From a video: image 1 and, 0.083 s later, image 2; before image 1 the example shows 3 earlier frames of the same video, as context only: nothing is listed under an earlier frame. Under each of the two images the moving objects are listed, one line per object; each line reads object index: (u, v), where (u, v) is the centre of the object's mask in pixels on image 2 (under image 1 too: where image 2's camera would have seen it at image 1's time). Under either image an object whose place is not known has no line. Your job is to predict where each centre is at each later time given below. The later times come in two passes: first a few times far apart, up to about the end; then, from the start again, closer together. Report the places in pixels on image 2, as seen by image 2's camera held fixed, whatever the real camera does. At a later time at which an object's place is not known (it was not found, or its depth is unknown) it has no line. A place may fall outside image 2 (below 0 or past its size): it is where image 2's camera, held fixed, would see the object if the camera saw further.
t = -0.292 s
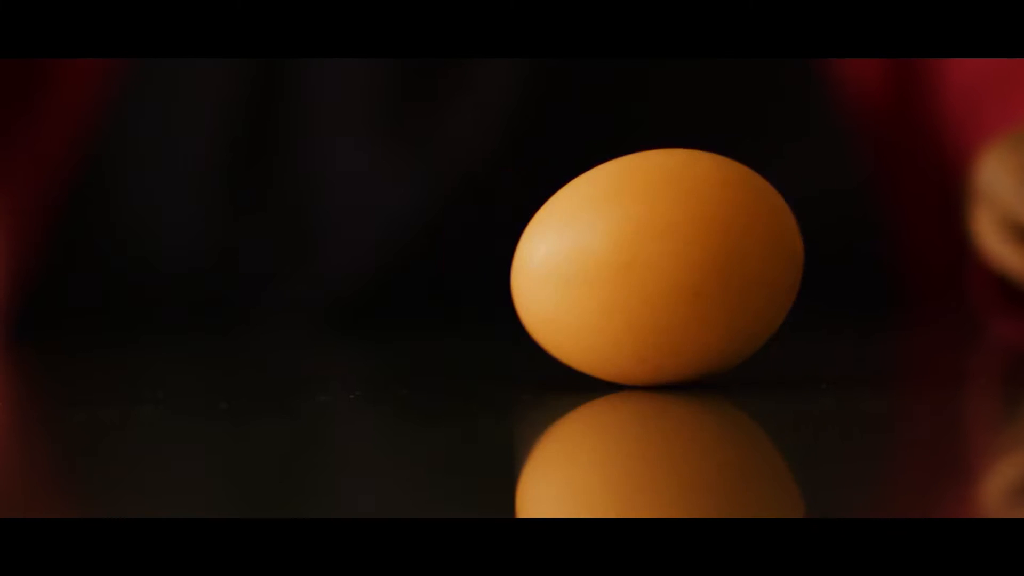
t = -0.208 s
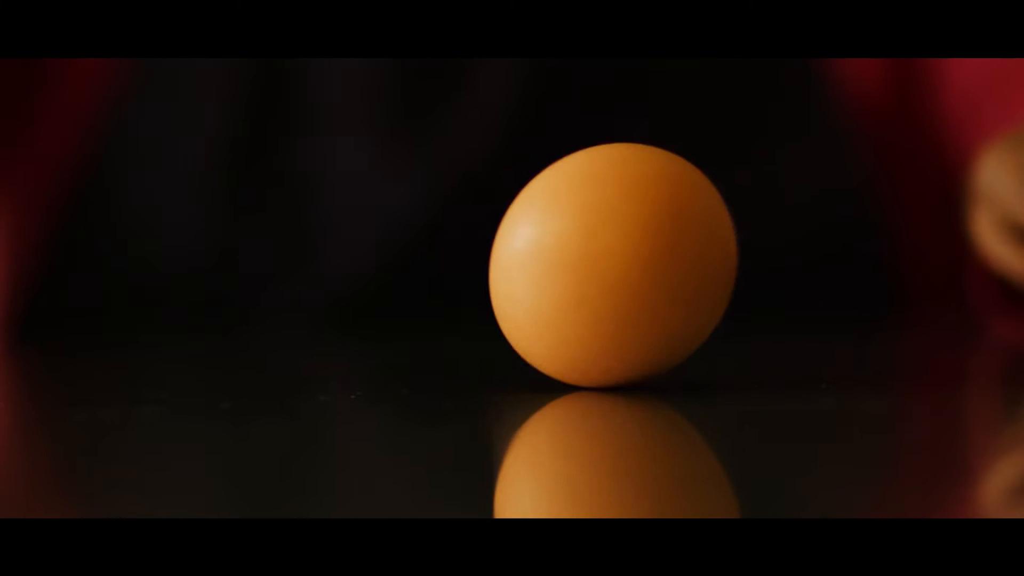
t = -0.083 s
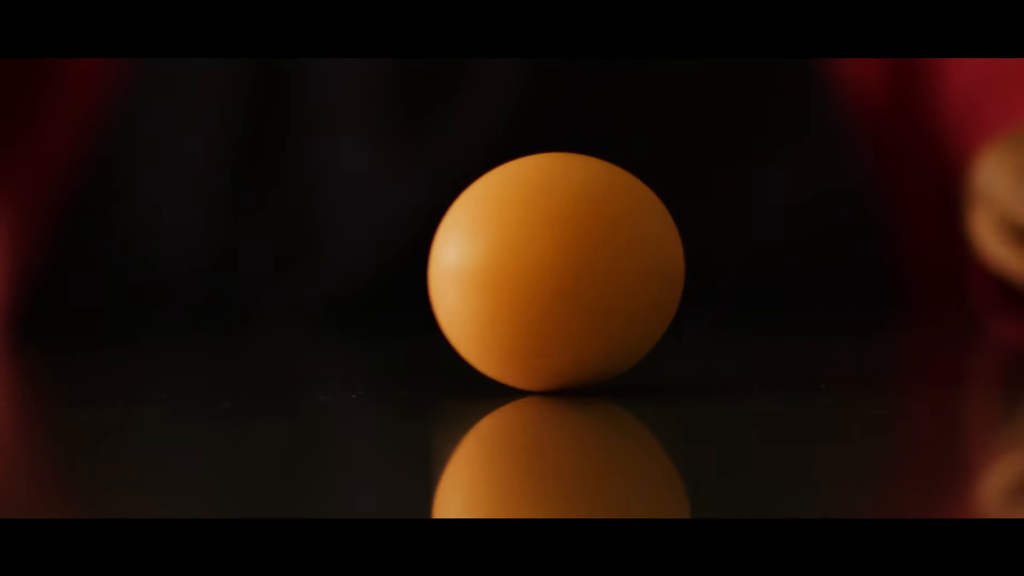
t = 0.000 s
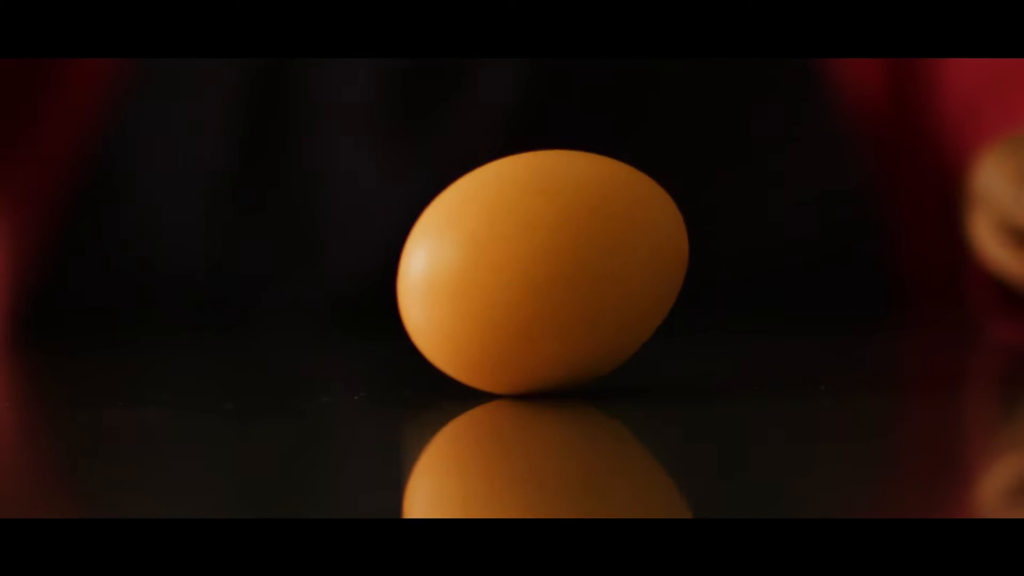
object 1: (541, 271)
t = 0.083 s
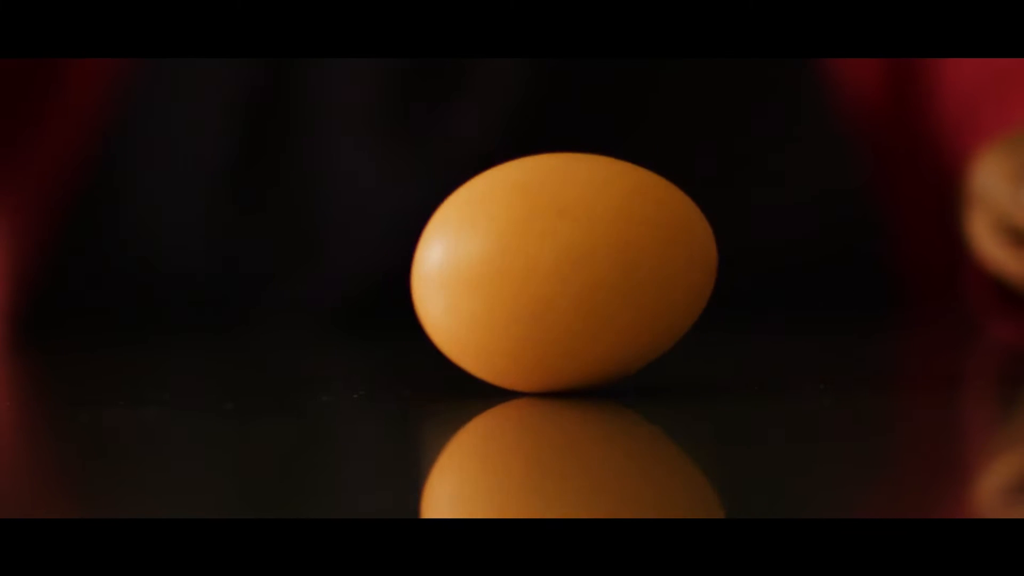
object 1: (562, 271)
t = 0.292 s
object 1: (680, 269)
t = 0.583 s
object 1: (683, 268)
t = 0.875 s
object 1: (576, 268)
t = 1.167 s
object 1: (685, 268)
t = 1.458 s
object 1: (643, 269)
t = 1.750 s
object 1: (613, 269)
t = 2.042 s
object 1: (686, 269)
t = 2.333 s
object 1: (610, 271)
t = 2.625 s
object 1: (666, 271)
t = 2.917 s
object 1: (639, 272)
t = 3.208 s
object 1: (623, 269)
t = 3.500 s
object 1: (680, 270)
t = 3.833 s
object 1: (609, 272)
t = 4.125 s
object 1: (679, 269)
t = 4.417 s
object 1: (605, 272)
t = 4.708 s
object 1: (646, 271)
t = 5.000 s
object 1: (649, 267)
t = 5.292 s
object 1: (660, 271)
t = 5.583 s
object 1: (625, 271)
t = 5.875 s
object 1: (566, 271)
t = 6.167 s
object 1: (627, 271)
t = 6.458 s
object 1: (606, 271)
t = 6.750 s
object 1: (608, 271)
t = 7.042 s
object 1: (548, 273)
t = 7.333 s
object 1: (517, 274)
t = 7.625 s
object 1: (537, 270)
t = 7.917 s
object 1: (533, 272)
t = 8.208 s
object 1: (552, 272)
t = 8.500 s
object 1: (529, 270)
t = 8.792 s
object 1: (528, 271)
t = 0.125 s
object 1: (585, 273)
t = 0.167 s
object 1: (611, 271)
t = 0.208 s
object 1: (636, 269)
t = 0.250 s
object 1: (658, 267)
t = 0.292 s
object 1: (680, 269)
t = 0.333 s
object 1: (700, 269)
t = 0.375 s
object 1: (716, 267)
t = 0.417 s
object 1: (725, 264)
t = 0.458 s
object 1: (727, 264)
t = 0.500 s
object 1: (720, 265)
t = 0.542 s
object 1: (704, 267)
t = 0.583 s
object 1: (683, 268)
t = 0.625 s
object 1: (660, 267)
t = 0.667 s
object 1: (639, 265)
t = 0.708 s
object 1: (620, 266)
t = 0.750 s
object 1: (601, 270)
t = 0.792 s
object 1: (586, 272)
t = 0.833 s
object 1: (577, 270)
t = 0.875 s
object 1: (576, 268)
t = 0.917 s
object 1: (584, 269)
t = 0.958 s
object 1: (601, 271)
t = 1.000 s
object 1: (618, 272)
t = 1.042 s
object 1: (641, 270)
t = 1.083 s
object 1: (660, 267)
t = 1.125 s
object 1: (675, 267)
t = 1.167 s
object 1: (685, 268)
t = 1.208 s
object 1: (694, 269)
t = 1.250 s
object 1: (700, 268)
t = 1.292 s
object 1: (701, 266)
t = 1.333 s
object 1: (694, 266)
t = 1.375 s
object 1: (681, 268)
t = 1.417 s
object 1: (663, 270)
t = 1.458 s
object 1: (643, 269)
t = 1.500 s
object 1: (627, 268)
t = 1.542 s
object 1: (618, 268)
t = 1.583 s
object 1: (613, 269)
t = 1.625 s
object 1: (609, 271)
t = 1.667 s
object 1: (607, 271)
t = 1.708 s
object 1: (607, 271)
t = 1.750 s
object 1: (613, 269)
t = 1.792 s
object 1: (626, 270)
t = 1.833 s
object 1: (646, 271)
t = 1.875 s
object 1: (668, 270)
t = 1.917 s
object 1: (686, 268)
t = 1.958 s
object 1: (694, 266)
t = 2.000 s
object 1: (693, 267)
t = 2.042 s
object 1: (686, 269)
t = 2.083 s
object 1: (677, 269)
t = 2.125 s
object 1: (670, 269)
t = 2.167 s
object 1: (663, 269)
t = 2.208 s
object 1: (653, 269)
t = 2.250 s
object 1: (637, 271)
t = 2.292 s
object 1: (622, 272)
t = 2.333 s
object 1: (610, 271)
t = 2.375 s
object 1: (607, 269)
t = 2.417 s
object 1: (613, 270)
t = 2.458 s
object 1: (627, 271)
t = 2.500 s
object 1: (642, 271)
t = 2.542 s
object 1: (654, 270)
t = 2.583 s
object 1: (661, 270)
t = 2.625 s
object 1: (666, 271)
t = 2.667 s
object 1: (662, 271)
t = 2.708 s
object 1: (667, 270)
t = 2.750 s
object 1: (673, 269)
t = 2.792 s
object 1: (676, 267)
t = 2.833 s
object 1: (670, 267)
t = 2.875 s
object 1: (657, 270)
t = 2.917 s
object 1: (639, 272)
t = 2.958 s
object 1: (624, 270)
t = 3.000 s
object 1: (613, 270)
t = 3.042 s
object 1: (607, 271)
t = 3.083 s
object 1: (607, 272)
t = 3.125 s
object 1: (611, 273)
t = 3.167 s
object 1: (616, 271)
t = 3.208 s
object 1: (623, 269)
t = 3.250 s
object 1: (632, 270)
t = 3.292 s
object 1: (644, 271)
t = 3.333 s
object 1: (659, 272)
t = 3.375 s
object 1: (674, 271)
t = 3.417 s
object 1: (683, 269)
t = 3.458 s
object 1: (685, 269)
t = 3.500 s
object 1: (680, 270)
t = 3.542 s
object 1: (669, 271)
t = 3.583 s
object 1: (656, 270)
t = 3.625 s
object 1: (644, 268)
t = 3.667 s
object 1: (633, 268)
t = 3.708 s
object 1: (624, 268)
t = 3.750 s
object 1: (616, 271)
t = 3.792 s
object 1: (611, 273)
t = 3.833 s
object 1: (609, 272)
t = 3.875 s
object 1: (612, 272)
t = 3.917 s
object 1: (622, 272)
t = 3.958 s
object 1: (637, 273)
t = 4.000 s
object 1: (656, 272)
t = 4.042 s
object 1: (672, 270)
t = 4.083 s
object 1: (680, 268)
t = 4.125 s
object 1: (679, 269)
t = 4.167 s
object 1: (670, 271)
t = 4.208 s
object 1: (658, 271)
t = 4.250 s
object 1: (648, 271)
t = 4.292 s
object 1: (639, 271)
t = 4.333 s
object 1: (628, 271)
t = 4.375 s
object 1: (617, 272)
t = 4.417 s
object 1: (605, 272)
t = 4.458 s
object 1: (593, 272)
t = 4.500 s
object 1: (587, 271)
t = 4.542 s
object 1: (589, 271)
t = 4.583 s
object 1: (600, 272)
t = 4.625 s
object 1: (616, 272)
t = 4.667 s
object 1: (633, 272)
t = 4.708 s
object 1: (646, 271)
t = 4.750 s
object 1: (655, 270)
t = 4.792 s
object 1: (659, 271)
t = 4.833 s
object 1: (659, 270)
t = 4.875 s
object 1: (657, 269)
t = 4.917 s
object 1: (656, 266)
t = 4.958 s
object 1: (654, 266)
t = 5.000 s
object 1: (649, 267)
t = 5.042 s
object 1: (643, 270)
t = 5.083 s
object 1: (636, 272)
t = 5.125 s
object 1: (631, 271)
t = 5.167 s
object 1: (631, 271)
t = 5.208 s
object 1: (637, 271)
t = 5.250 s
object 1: (647, 272)
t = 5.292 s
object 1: (660, 271)
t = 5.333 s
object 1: (670, 269)
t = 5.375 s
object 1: (673, 268)
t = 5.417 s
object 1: (669, 269)
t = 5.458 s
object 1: (659, 270)
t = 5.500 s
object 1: (647, 271)
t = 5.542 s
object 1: (636, 271)
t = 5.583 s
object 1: (625, 271)
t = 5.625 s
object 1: (613, 271)
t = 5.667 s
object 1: (598, 272)
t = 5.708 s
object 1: (584, 272)
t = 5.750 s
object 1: (571, 272)
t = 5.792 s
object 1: (562, 271)
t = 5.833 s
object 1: (560, 270)
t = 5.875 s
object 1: (566, 271)
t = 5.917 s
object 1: (578, 272)
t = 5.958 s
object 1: (592, 271)
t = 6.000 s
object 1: (604, 272)
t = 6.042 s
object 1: (616, 271)
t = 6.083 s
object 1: (624, 271)
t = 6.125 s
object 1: (627, 271)
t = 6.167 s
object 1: (627, 271)
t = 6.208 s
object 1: (626, 270)
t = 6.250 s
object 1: (625, 269)
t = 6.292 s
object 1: (624, 268)
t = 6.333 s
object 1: (623, 267)
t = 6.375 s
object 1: (619, 268)
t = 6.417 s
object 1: (613, 270)
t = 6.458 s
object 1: (606, 271)
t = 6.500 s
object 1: (599, 271)
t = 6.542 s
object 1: (594, 272)
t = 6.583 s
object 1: (593, 272)
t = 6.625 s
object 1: (596, 273)
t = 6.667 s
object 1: (601, 273)
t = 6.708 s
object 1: (606, 272)
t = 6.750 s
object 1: (608, 271)
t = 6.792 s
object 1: (605, 270)
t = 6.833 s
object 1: (598, 271)
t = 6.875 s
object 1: (587, 272)
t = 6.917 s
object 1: (576, 273)
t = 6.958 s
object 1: (567, 273)
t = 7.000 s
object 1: (558, 273)
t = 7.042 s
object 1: (548, 273)
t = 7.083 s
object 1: (535, 273)
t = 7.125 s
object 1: (522, 274)
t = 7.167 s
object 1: (510, 273)
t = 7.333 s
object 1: (517, 274)
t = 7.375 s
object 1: (531, 273)
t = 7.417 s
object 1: (542, 272)
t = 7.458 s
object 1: (548, 272)
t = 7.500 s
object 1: (550, 272)
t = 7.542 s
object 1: (548, 272)
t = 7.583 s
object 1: (542, 271)
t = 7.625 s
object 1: (537, 270)
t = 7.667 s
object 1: (532, 269)
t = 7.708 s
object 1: (528, 270)
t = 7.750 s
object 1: (526, 271)
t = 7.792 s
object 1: (524, 272)
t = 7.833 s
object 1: (524, 272)
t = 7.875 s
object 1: (527, 272)
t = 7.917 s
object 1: (533, 272)
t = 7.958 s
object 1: (542, 272)
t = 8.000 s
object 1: (555, 271)
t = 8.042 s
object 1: (566, 271)
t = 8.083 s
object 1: (572, 270)
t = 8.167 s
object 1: (563, 271)
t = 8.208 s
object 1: (552, 272)
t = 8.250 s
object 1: (541, 272)
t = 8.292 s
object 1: (533, 271)
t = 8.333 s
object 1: (529, 271)
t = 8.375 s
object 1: (527, 271)
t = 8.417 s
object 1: (527, 271)
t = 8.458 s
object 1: (528, 270)
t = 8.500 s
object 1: (529, 270)
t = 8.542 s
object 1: (530, 269)
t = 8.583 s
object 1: (531, 270)
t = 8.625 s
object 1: (533, 271)
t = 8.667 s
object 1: (535, 271)
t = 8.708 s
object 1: (535, 270)
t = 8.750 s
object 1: (533, 270)
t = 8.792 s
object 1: (528, 271)
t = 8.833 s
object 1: (520, 271)
